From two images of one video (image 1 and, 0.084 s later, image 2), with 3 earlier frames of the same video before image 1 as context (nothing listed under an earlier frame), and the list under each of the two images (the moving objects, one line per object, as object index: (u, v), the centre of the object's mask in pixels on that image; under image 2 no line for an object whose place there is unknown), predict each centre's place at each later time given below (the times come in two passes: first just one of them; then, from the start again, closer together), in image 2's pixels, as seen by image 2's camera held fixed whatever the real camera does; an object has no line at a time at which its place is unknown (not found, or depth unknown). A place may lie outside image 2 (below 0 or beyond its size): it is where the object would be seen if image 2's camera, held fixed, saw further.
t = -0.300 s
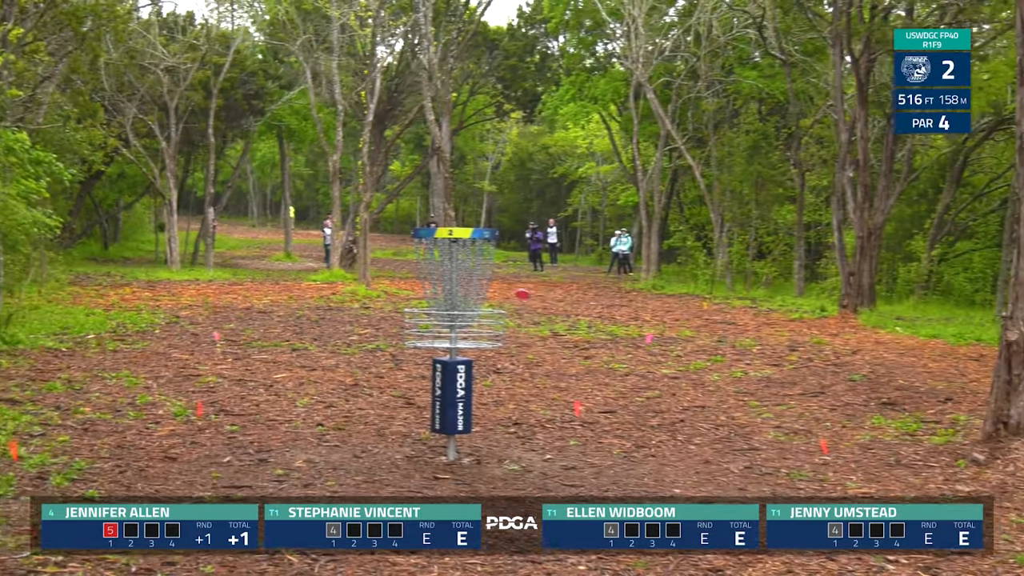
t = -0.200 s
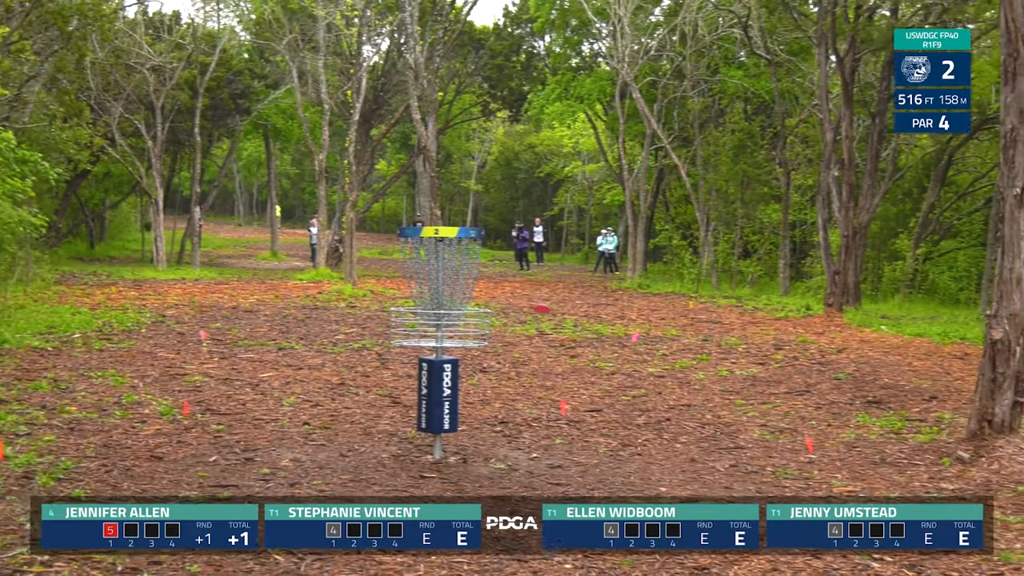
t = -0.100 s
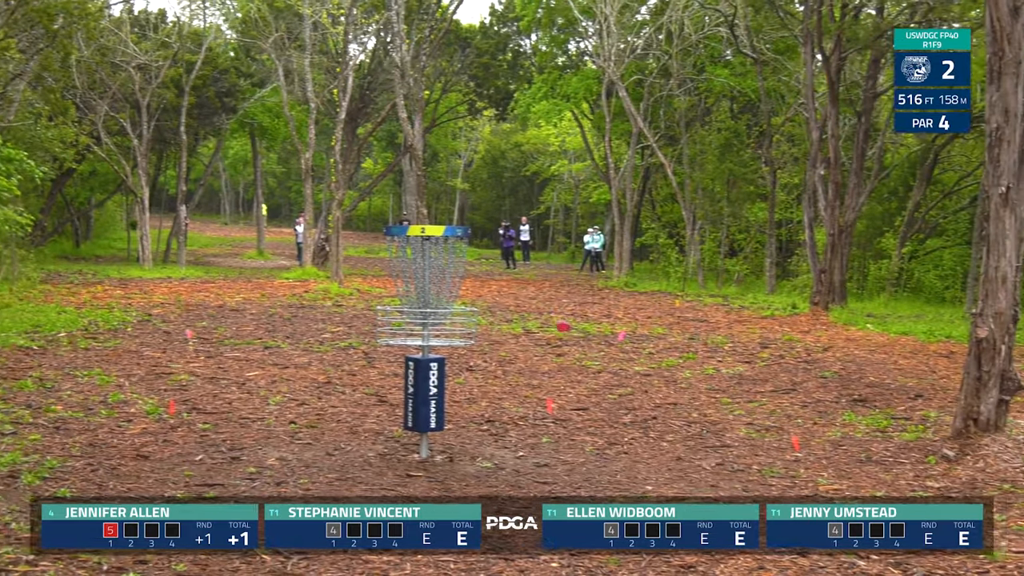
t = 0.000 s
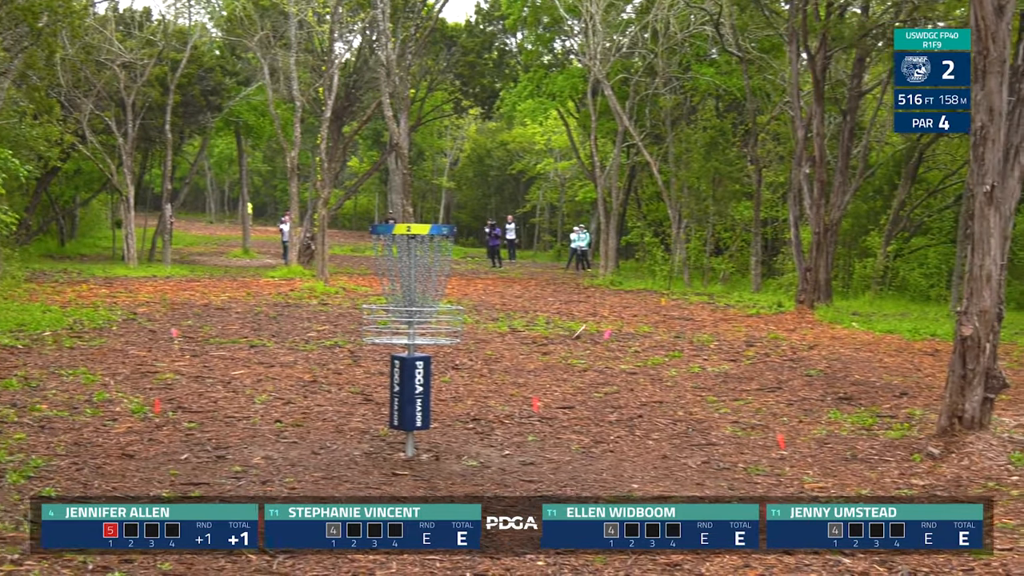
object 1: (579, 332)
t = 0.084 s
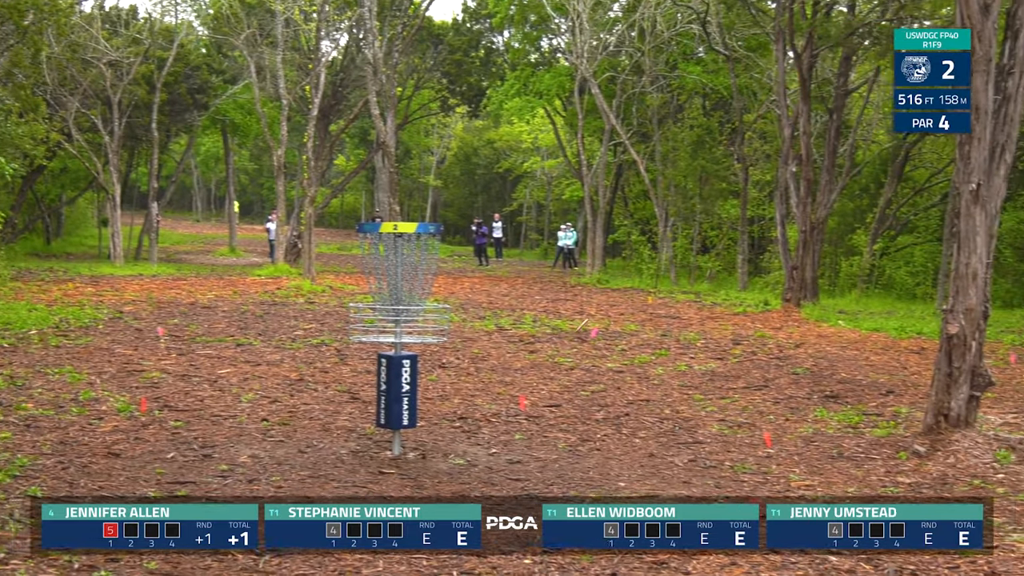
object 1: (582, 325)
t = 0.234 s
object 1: (600, 326)
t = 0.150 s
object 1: (590, 323)
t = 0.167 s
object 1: (592, 323)
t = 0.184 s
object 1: (595, 323)
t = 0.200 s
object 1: (597, 324)
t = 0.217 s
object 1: (598, 325)
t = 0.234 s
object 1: (600, 326)
